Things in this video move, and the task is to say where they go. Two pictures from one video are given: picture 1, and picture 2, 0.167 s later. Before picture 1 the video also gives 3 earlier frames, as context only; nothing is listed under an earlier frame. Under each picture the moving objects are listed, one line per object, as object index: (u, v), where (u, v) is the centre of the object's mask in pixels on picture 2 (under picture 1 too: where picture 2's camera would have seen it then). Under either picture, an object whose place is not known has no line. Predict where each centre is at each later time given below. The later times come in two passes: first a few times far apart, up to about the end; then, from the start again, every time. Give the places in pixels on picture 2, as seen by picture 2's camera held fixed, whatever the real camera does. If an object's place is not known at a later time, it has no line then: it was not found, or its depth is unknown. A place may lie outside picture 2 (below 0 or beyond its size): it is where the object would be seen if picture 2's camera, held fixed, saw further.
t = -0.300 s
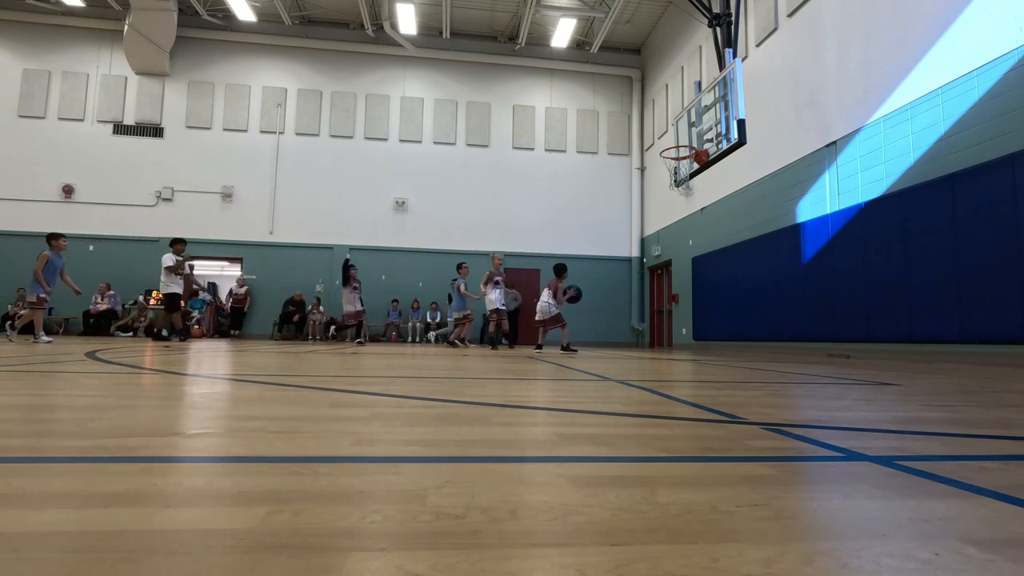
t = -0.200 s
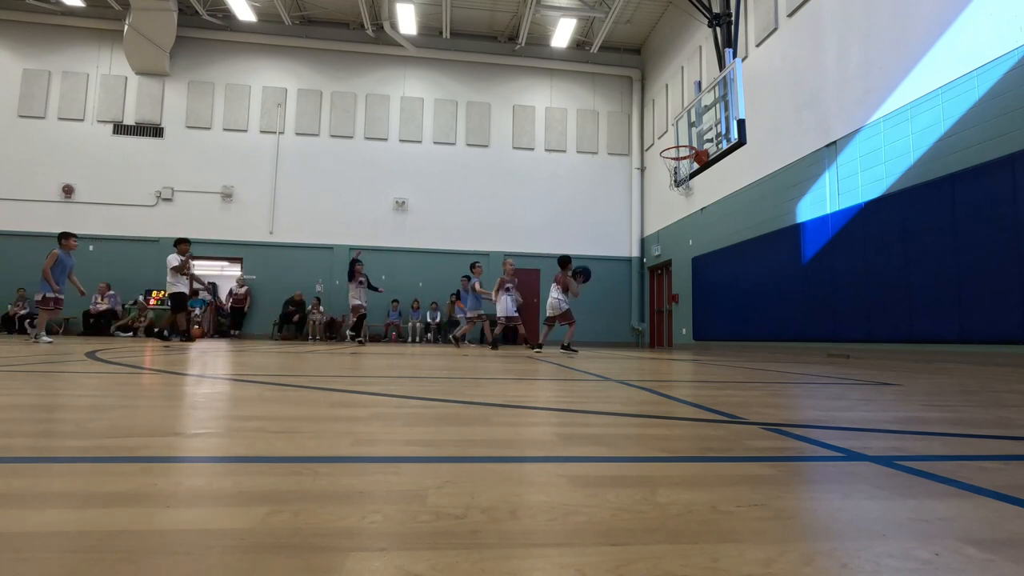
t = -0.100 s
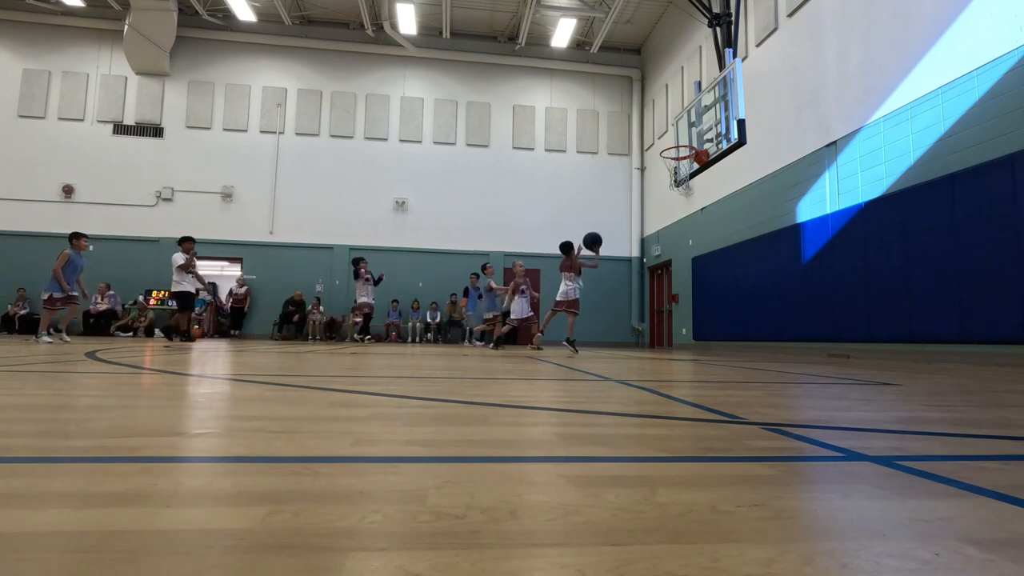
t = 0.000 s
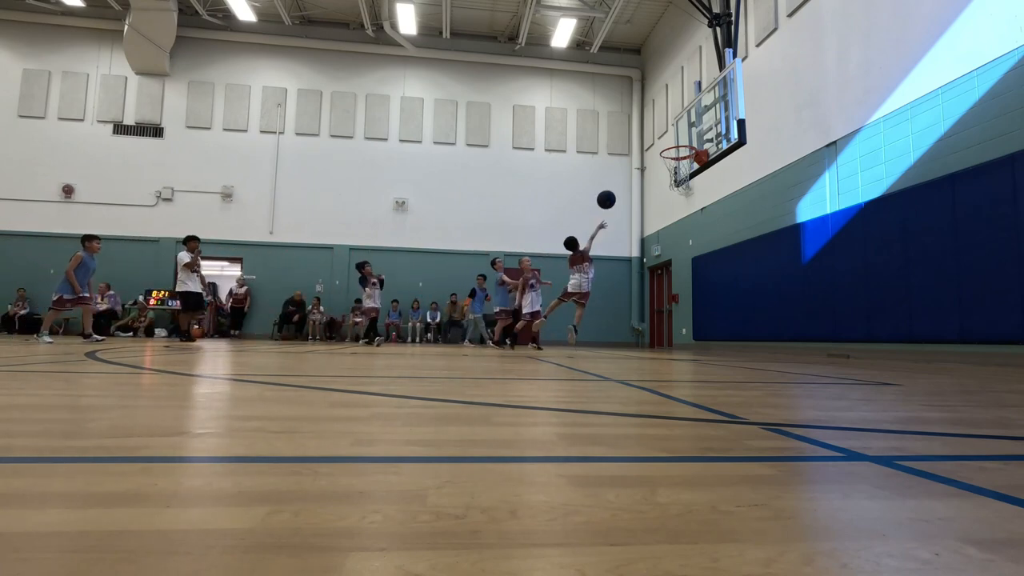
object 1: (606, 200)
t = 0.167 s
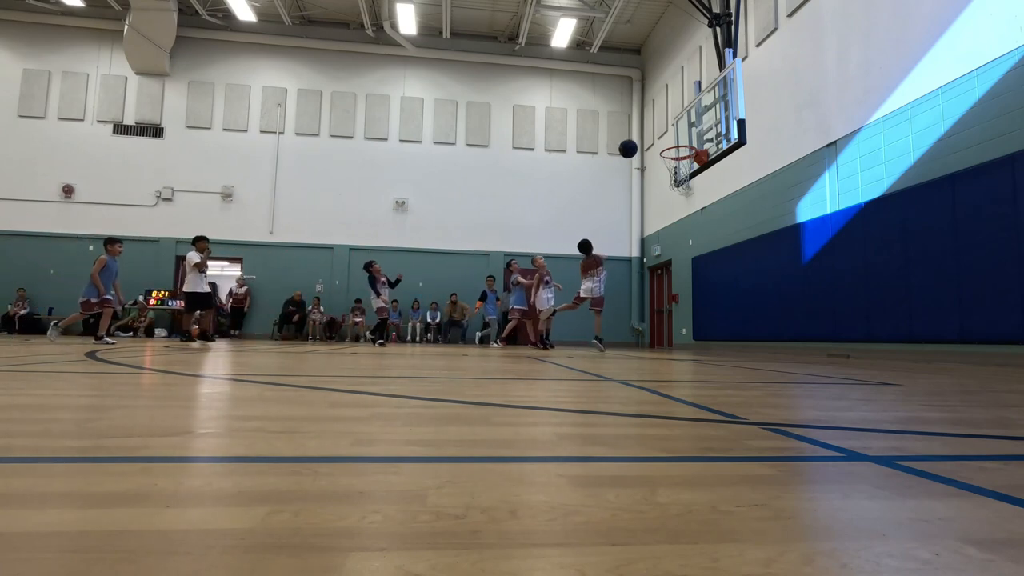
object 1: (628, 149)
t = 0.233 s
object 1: (636, 135)
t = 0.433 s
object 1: (661, 115)
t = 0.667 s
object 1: (687, 127)
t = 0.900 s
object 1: (692, 133)
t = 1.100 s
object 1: (682, 140)
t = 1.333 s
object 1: (672, 181)
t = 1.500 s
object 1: (671, 219)
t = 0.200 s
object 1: (632, 141)
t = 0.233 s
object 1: (636, 135)
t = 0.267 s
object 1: (640, 129)
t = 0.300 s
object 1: (644, 125)
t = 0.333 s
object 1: (649, 121)
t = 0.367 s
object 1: (652, 118)
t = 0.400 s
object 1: (656, 116)
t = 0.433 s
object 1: (661, 115)
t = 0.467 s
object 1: (664, 114)
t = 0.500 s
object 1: (668, 114)
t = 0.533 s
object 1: (672, 115)
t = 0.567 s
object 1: (676, 117)
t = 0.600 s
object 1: (680, 120)
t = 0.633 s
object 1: (684, 123)
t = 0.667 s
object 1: (687, 127)
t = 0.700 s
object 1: (691, 132)
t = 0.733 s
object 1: (695, 137)
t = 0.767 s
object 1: (698, 142)
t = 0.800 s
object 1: (697, 139)
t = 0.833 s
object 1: (696, 136)
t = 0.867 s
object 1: (694, 134)
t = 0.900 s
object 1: (692, 133)
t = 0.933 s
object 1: (690, 133)
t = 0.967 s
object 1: (688, 133)
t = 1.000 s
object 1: (687, 134)
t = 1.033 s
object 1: (685, 136)
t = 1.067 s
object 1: (684, 138)
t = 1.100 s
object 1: (682, 140)
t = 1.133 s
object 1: (680, 146)
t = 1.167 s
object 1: (678, 151)
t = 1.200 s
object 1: (677, 156)
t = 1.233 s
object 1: (675, 163)
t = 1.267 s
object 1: (674, 170)
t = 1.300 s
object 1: (674, 177)
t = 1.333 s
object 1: (672, 181)
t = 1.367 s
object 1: (672, 187)
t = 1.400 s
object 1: (672, 194)
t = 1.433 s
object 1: (671, 201)
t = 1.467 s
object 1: (671, 210)
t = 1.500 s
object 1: (671, 219)
